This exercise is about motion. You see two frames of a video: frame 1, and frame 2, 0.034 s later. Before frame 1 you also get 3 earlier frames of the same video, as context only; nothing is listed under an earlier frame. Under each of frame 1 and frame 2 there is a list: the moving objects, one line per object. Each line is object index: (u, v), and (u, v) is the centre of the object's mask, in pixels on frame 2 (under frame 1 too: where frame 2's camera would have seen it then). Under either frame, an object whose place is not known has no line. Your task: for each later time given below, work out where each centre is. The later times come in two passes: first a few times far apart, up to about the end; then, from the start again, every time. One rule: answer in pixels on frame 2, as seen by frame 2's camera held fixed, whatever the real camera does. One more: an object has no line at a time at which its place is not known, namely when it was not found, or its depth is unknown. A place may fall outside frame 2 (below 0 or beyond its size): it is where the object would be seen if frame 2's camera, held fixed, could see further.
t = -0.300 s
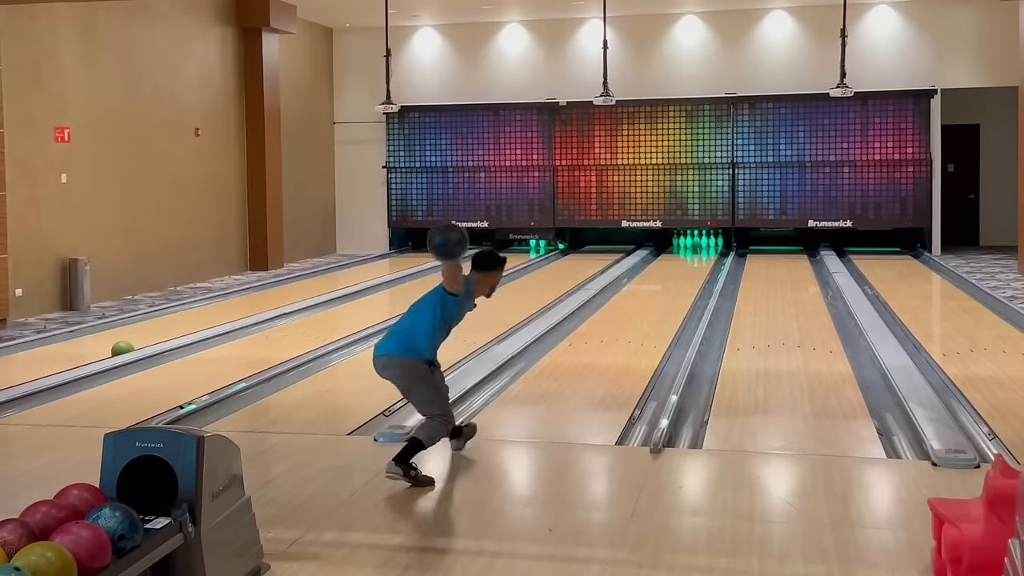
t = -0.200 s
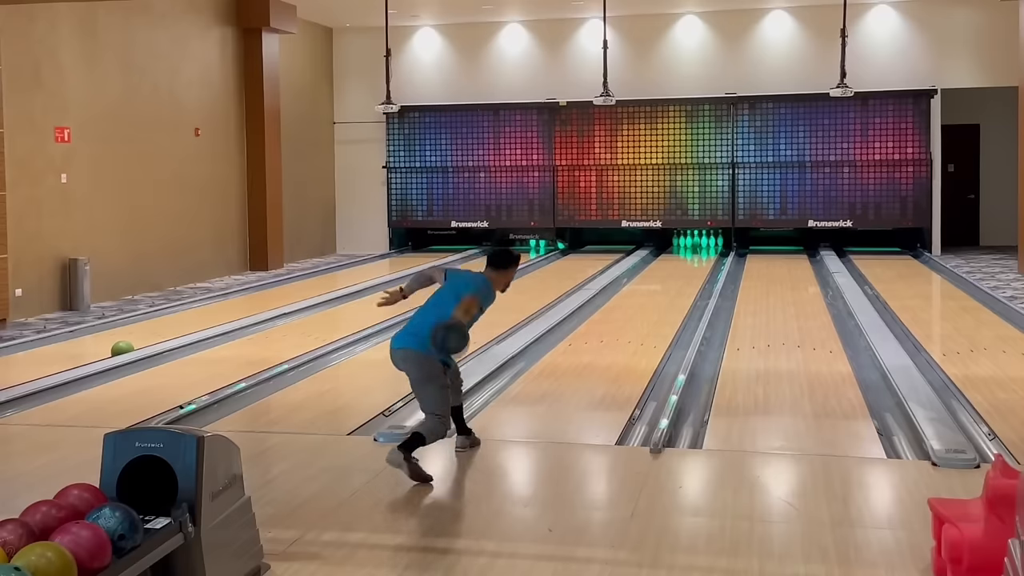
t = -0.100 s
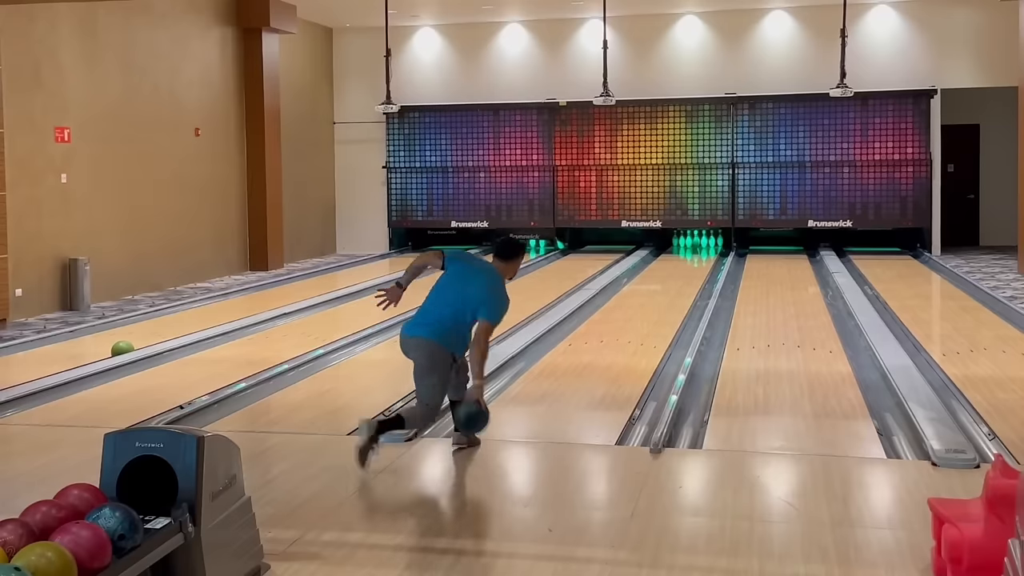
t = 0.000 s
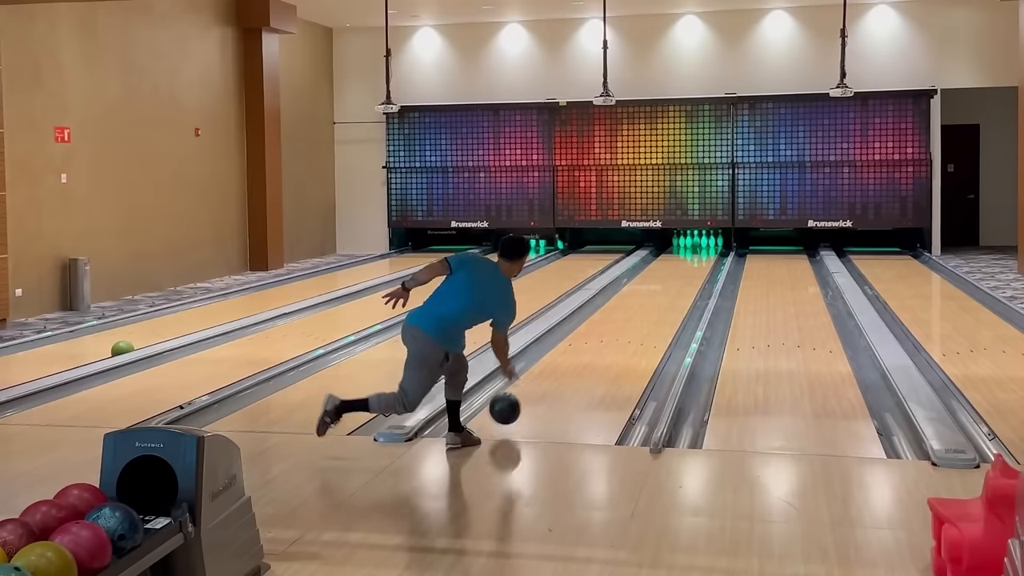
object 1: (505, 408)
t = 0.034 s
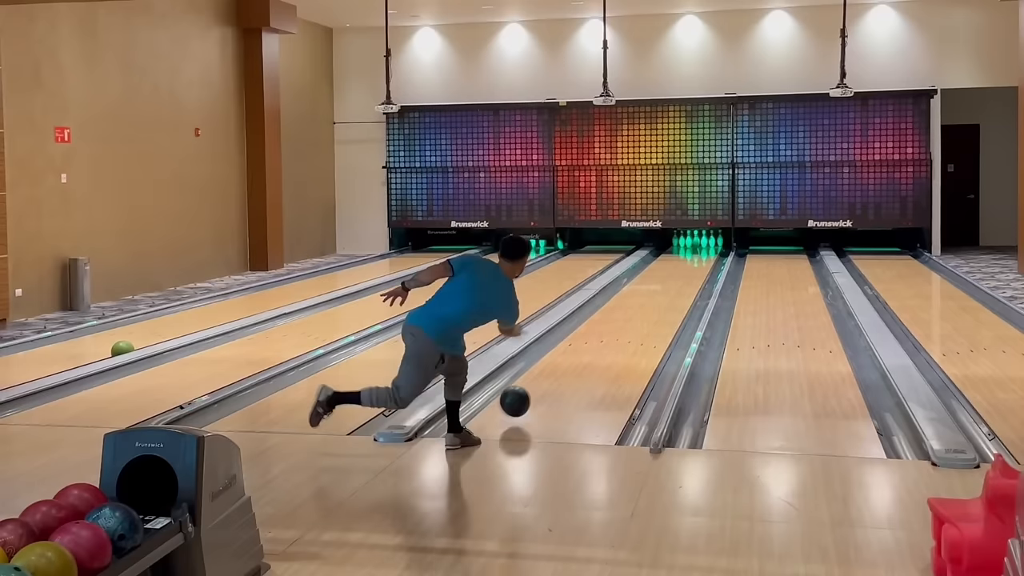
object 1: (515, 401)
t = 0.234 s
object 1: (562, 362)
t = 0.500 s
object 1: (604, 325)
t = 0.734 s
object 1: (628, 302)
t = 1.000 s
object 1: (648, 282)
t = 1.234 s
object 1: (661, 270)
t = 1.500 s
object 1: (672, 258)
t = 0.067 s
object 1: (524, 396)
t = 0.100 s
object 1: (533, 389)
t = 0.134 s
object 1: (541, 381)
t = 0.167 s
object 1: (549, 375)
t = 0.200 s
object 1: (556, 368)
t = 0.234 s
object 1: (562, 362)
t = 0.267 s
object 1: (568, 356)
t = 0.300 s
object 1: (574, 351)
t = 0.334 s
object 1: (580, 346)
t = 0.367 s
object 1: (585, 341)
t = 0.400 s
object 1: (590, 337)
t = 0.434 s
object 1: (595, 333)
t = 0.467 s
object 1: (599, 329)
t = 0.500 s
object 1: (604, 325)
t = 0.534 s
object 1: (607, 321)
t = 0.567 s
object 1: (611, 318)
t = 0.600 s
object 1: (615, 314)
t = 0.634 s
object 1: (618, 311)
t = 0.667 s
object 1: (622, 308)
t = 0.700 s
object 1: (625, 305)
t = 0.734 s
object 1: (628, 302)
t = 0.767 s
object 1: (631, 299)
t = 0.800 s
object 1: (634, 296)
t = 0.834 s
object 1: (636, 294)
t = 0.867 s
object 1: (639, 291)
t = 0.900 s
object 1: (641, 289)
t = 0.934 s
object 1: (643, 287)
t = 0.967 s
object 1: (646, 284)
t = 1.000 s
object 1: (648, 282)
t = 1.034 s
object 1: (650, 280)
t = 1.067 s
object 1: (652, 278)
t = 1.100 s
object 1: (654, 276)
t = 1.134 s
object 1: (656, 275)
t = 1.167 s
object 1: (658, 273)
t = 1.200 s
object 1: (659, 272)
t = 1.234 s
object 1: (661, 270)
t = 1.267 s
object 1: (663, 268)
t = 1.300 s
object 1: (664, 267)
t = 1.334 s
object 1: (666, 265)
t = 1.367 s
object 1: (667, 263)
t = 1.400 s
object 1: (669, 262)
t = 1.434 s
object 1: (670, 261)
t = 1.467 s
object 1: (671, 260)
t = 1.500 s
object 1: (672, 258)
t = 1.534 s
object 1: (674, 257)
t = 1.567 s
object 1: (675, 256)
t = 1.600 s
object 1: (676, 255)
